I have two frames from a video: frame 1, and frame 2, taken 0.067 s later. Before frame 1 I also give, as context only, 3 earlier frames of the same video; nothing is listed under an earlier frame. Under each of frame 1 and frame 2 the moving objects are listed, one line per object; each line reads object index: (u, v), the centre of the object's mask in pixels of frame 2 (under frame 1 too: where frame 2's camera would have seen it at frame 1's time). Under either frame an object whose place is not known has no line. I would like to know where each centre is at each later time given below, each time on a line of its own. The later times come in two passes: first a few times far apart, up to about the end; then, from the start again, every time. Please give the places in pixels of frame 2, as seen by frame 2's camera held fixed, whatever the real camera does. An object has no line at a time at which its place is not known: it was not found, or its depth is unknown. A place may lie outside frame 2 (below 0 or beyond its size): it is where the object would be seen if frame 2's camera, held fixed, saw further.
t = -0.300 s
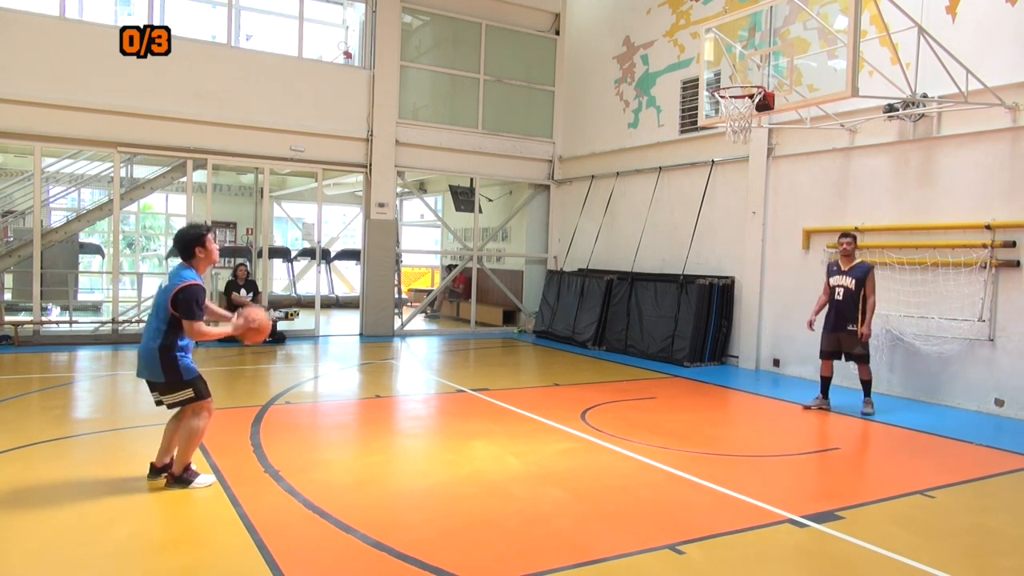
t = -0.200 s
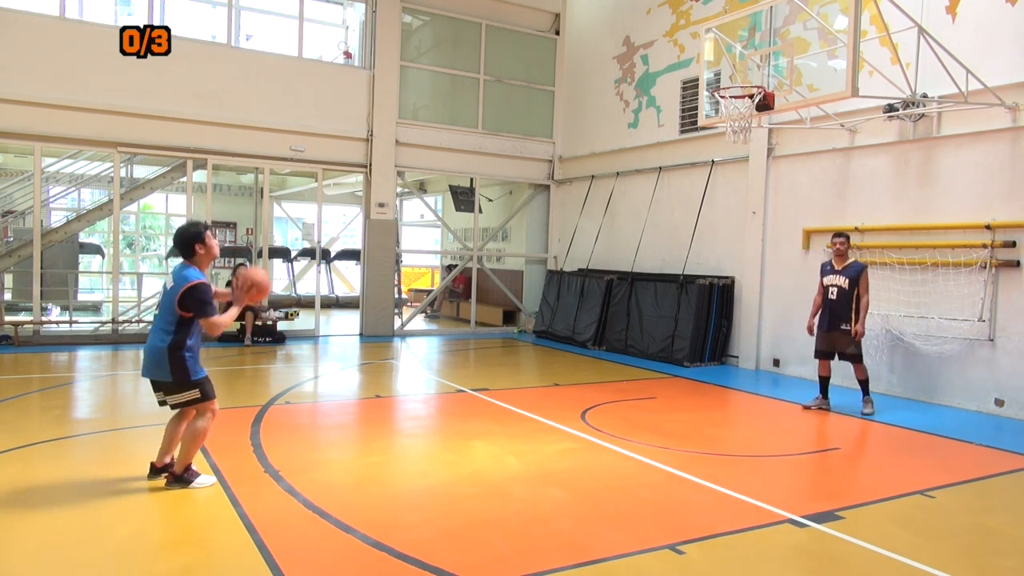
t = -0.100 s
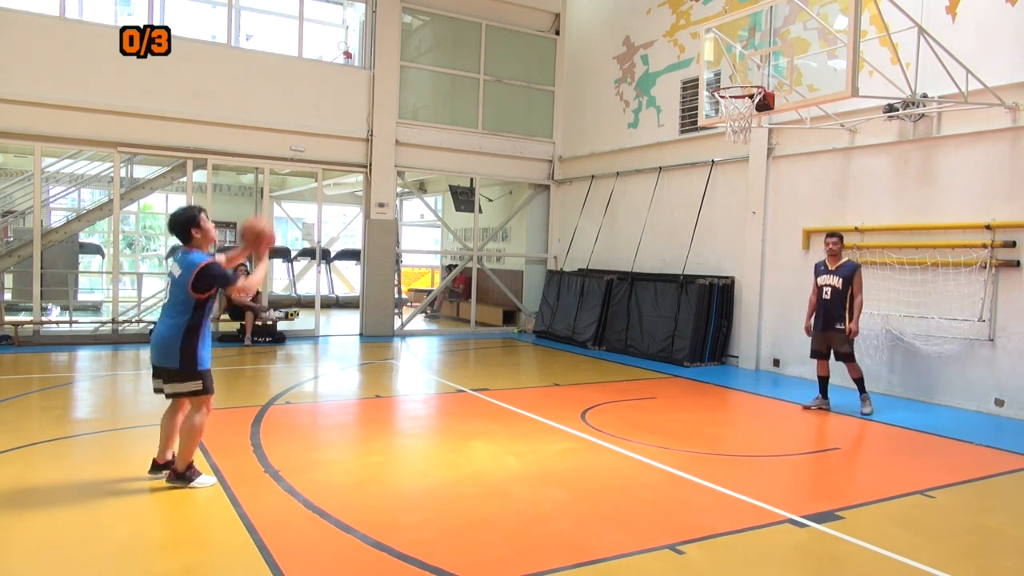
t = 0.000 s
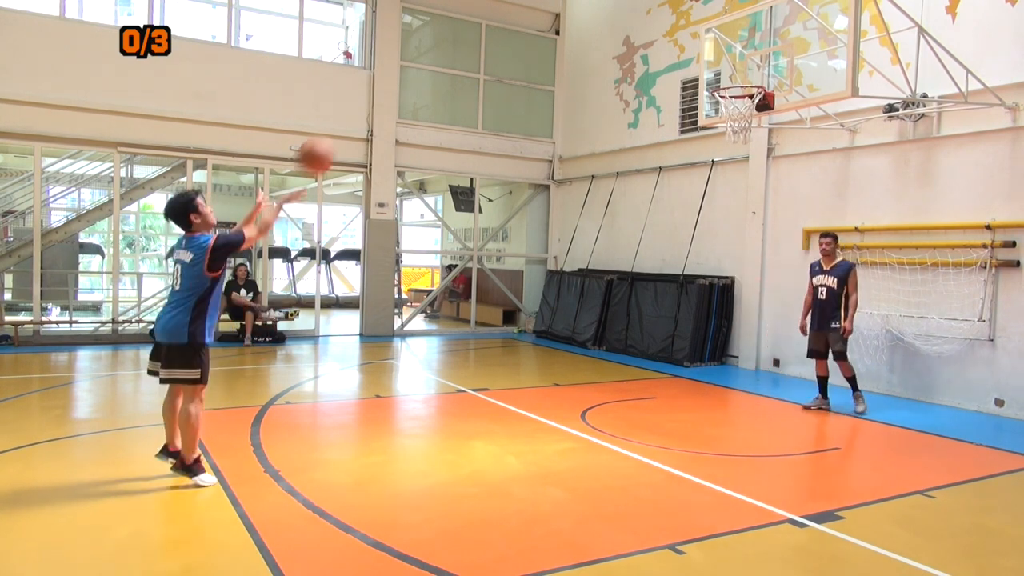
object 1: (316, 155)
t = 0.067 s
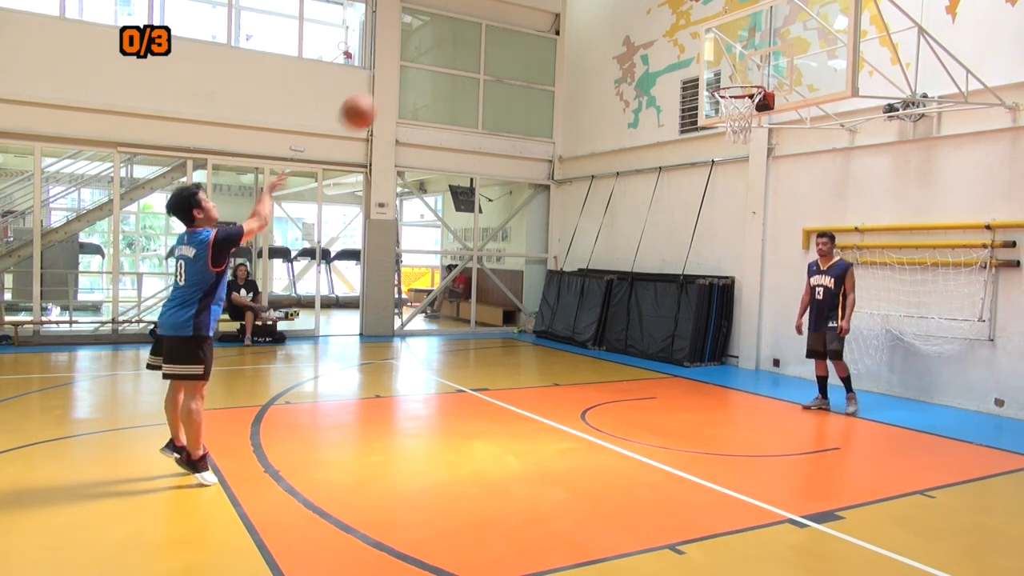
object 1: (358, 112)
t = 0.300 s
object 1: (488, 22)
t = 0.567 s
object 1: (601, 15)
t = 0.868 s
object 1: (698, 96)
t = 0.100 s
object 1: (379, 93)
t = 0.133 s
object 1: (399, 76)
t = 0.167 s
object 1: (418, 62)
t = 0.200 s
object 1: (436, 49)
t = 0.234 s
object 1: (454, 38)
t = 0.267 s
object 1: (471, 29)
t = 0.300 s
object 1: (488, 22)
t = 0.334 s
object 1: (504, 16)
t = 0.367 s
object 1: (519, 13)
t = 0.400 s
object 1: (534, 12)
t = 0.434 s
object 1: (548, 11)
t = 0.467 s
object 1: (562, 11)
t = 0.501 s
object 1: (575, 11)
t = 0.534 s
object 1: (588, 13)
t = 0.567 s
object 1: (601, 15)
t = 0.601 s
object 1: (613, 21)
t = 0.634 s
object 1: (625, 27)
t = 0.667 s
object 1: (636, 34)
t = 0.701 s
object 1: (648, 42)
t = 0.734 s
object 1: (659, 51)
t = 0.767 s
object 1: (668, 62)
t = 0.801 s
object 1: (679, 73)
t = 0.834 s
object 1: (688, 84)
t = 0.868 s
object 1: (698, 96)
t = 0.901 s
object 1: (706, 111)
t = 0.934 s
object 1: (714, 126)
